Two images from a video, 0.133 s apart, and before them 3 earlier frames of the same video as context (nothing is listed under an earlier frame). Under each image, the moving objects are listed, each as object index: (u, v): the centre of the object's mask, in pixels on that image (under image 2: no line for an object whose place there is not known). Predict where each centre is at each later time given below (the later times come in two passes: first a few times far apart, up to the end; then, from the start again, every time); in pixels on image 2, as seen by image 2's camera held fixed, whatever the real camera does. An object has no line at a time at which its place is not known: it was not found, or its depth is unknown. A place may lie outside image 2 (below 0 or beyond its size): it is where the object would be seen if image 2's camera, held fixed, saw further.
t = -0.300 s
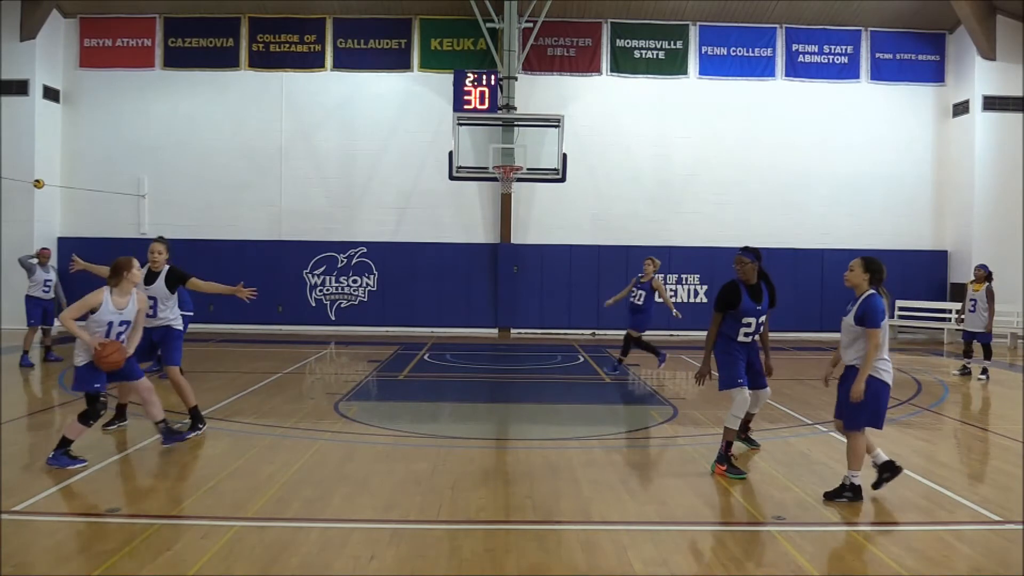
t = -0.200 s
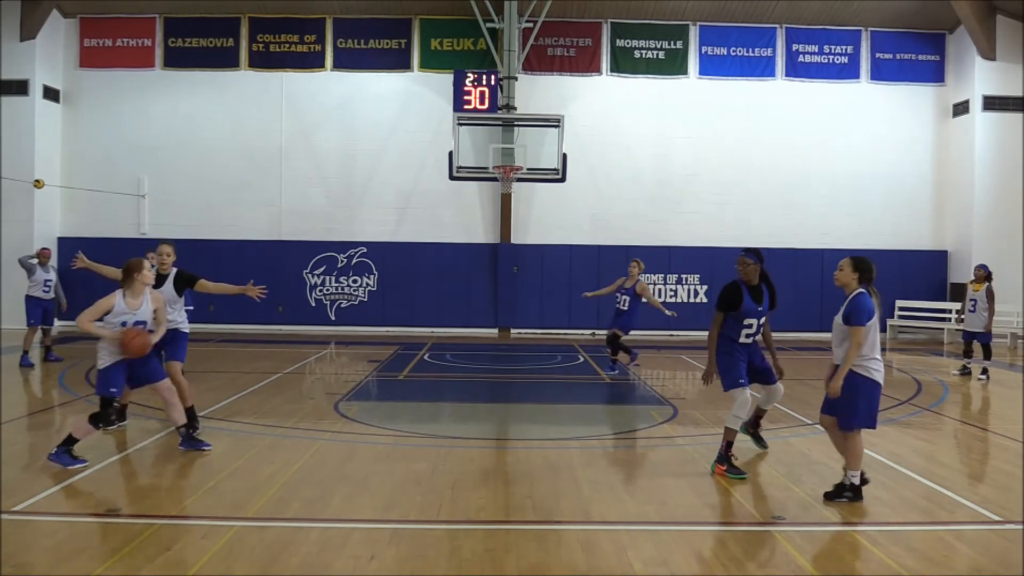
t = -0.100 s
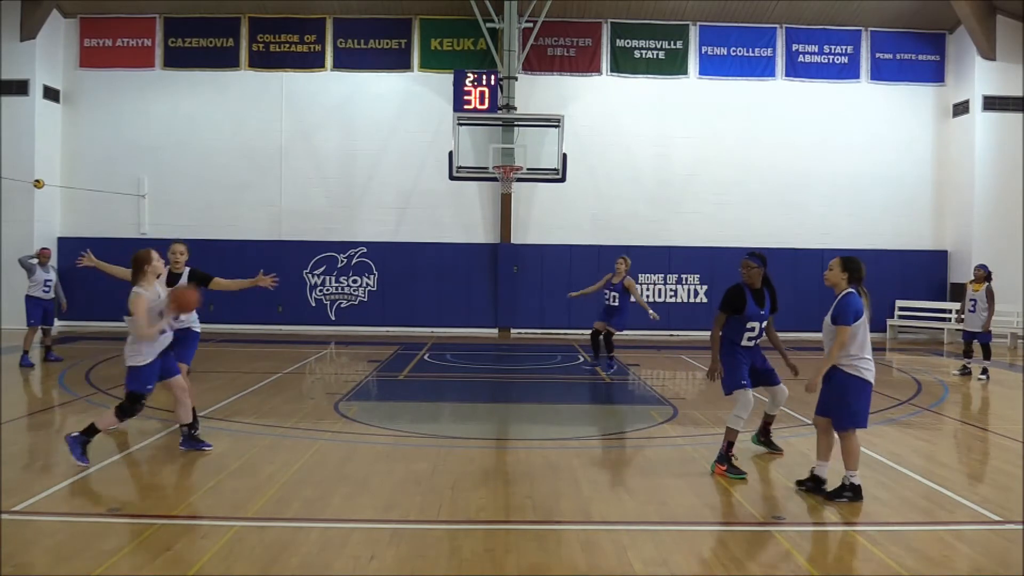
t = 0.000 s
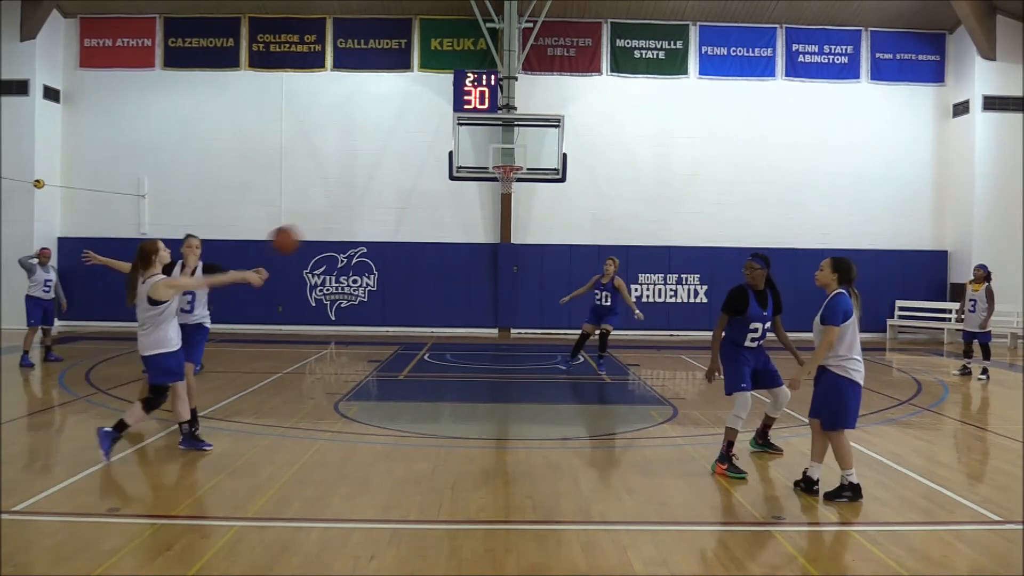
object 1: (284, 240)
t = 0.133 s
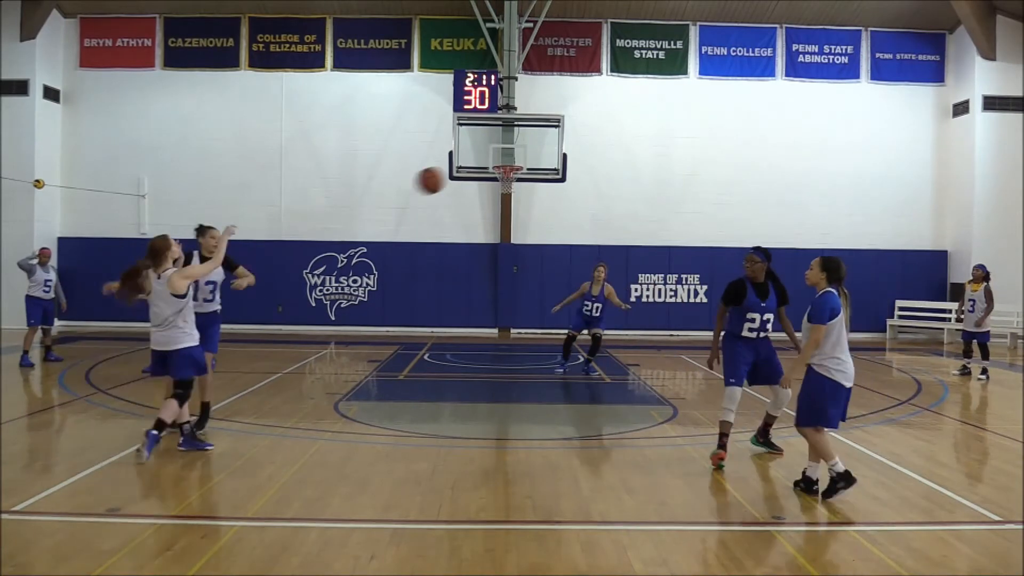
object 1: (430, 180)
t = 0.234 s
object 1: (526, 153)
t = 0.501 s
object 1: (725, 139)
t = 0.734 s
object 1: (855, 174)
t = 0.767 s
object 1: (870, 182)
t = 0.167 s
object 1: (464, 169)
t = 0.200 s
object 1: (494, 160)
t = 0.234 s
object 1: (526, 153)
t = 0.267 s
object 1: (553, 147)
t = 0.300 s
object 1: (581, 143)
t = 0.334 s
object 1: (607, 139)
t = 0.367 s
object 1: (632, 137)
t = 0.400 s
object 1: (657, 136)
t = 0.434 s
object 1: (680, 136)
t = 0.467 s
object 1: (703, 137)
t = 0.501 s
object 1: (725, 139)
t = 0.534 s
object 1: (745, 142)
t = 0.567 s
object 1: (765, 145)
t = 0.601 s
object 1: (784, 149)
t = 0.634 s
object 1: (803, 155)
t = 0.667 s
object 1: (821, 161)
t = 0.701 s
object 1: (837, 167)
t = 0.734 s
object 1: (855, 174)
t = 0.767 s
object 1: (870, 182)
